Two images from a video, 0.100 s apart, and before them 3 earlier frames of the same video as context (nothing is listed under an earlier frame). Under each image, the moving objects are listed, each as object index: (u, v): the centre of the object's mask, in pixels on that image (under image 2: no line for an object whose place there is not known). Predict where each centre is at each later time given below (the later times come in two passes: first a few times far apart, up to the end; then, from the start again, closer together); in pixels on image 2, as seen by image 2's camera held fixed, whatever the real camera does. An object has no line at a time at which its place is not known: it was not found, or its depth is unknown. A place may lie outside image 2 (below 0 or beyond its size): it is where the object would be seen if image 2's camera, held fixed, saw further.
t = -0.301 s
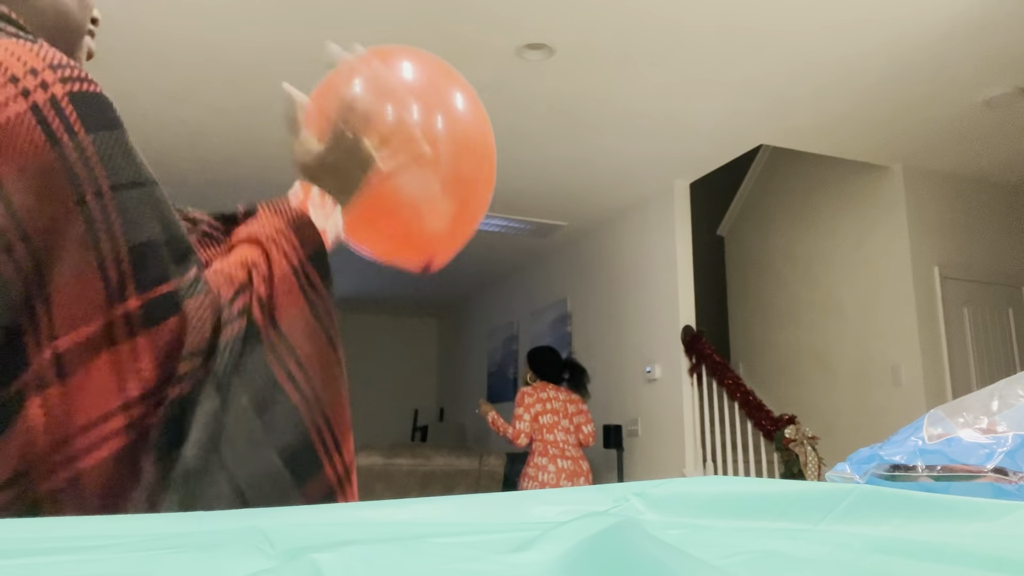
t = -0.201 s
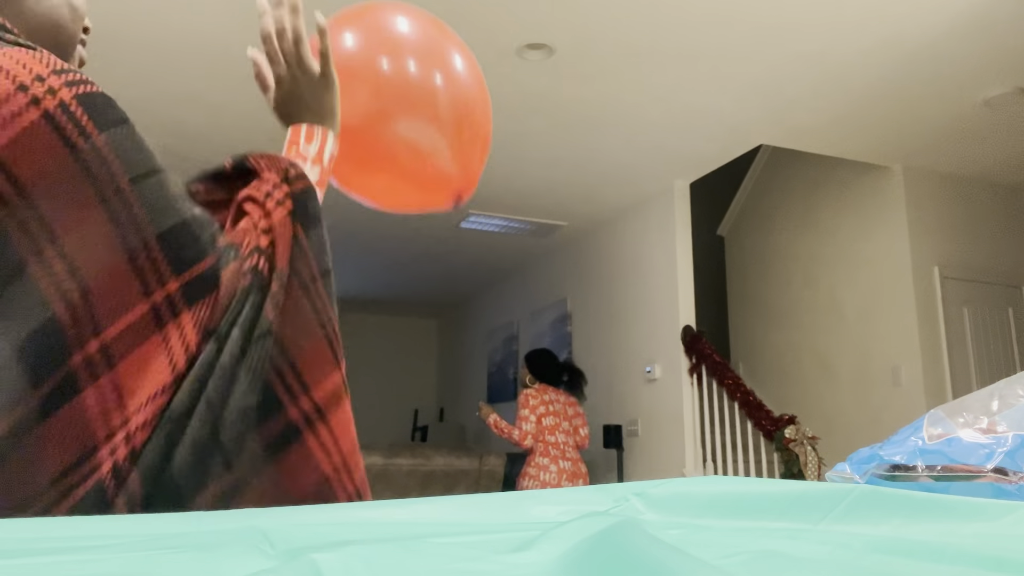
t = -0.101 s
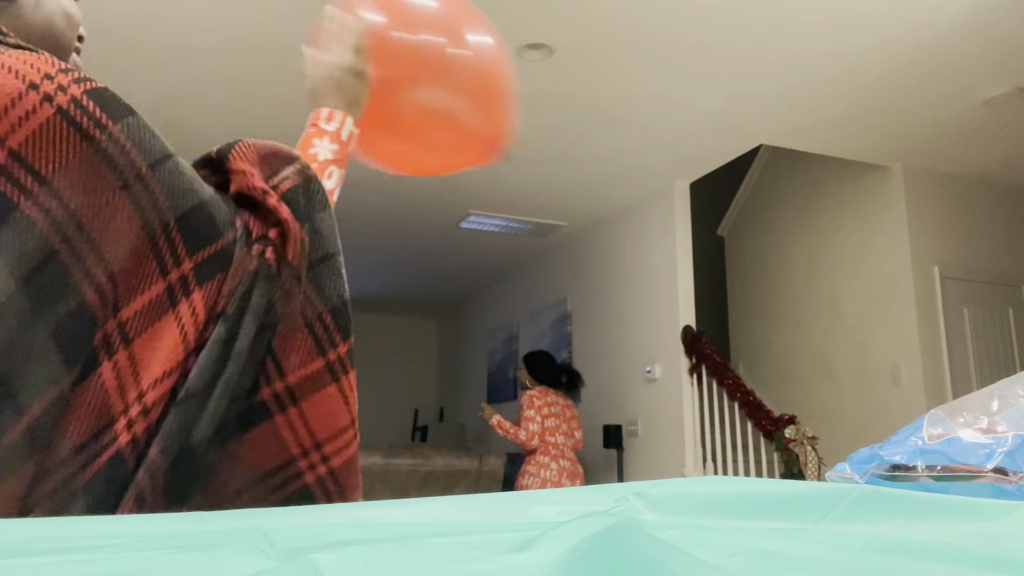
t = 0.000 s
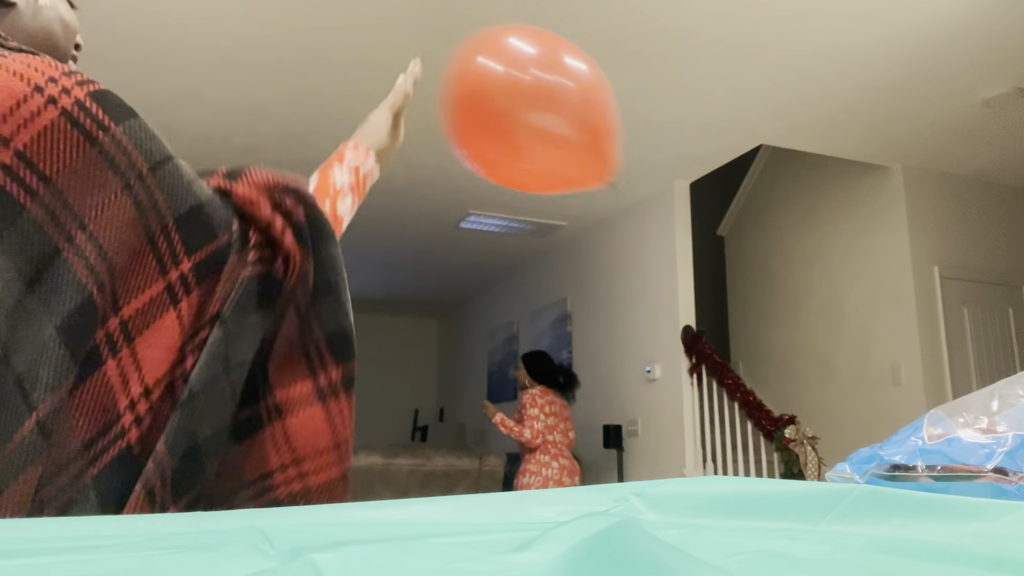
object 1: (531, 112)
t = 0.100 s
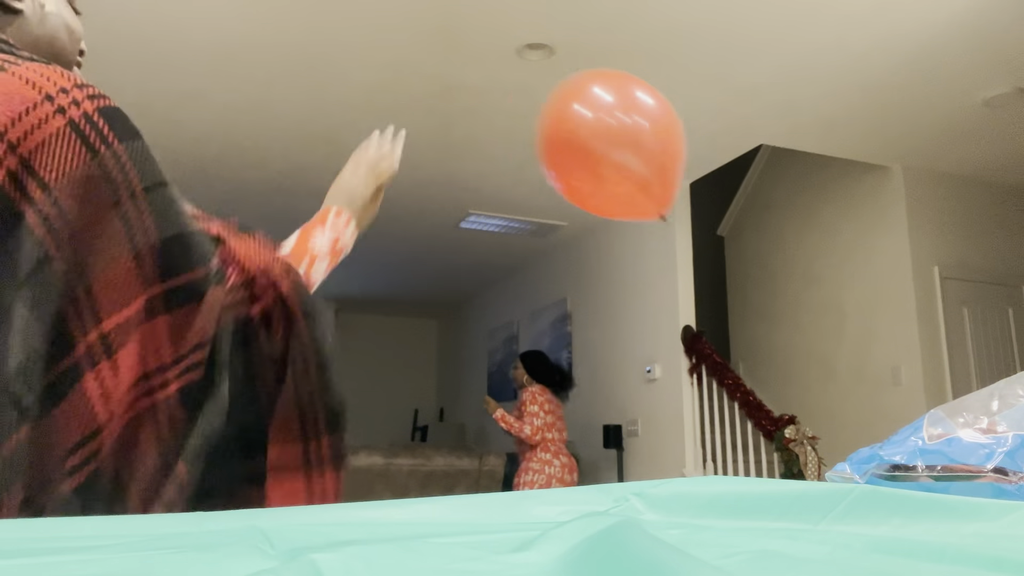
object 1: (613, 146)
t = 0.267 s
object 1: (697, 202)
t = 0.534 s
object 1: (760, 286)
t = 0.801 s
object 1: (778, 365)
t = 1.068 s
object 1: (778, 442)
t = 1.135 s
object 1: (777, 454)
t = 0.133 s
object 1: (633, 157)
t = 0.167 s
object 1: (652, 168)
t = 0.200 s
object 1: (669, 179)
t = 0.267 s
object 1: (697, 202)
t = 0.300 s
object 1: (710, 213)
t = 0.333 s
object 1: (720, 224)
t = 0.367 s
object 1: (729, 235)
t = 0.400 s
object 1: (738, 245)
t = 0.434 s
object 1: (745, 256)
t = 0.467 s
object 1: (751, 266)
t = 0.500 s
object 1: (756, 276)
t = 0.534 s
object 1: (760, 286)
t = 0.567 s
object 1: (764, 296)
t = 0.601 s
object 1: (767, 305)
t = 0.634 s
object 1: (770, 315)
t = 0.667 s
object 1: (772, 325)
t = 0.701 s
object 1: (774, 335)
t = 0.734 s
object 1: (776, 345)
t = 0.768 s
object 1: (777, 355)
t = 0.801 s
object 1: (778, 365)
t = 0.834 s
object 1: (778, 376)
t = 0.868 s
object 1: (779, 387)
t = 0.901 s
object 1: (779, 398)
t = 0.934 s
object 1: (779, 410)
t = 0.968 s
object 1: (779, 420)
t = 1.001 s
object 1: (780, 428)
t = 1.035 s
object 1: (778, 435)
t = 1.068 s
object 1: (778, 442)
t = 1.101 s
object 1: (777, 448)
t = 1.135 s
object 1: (777, 454)
